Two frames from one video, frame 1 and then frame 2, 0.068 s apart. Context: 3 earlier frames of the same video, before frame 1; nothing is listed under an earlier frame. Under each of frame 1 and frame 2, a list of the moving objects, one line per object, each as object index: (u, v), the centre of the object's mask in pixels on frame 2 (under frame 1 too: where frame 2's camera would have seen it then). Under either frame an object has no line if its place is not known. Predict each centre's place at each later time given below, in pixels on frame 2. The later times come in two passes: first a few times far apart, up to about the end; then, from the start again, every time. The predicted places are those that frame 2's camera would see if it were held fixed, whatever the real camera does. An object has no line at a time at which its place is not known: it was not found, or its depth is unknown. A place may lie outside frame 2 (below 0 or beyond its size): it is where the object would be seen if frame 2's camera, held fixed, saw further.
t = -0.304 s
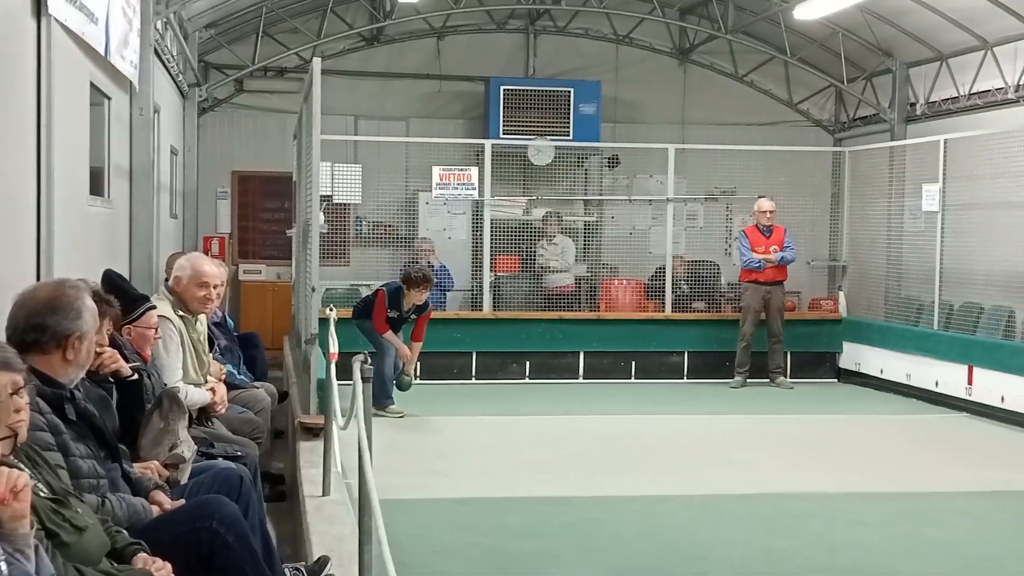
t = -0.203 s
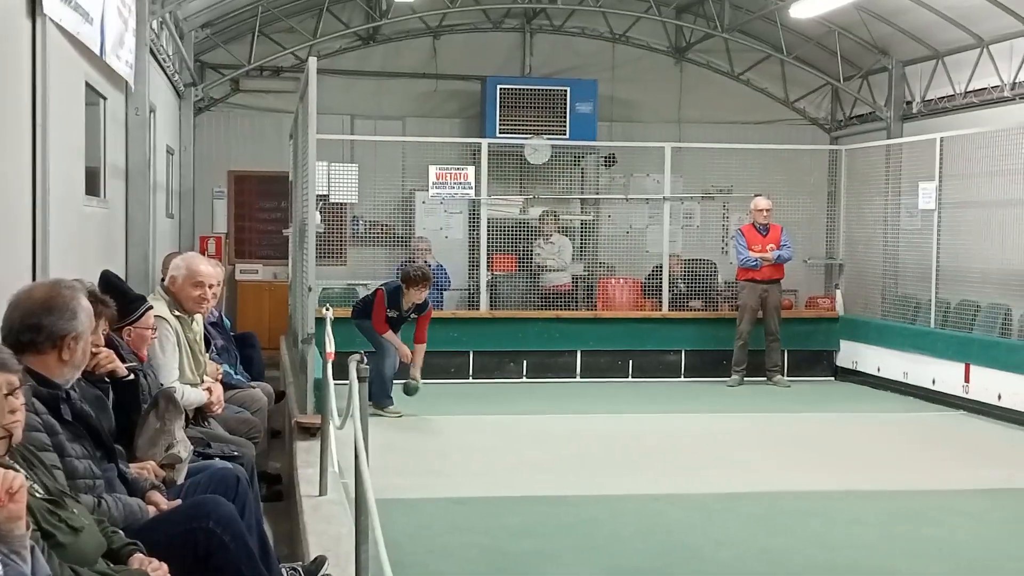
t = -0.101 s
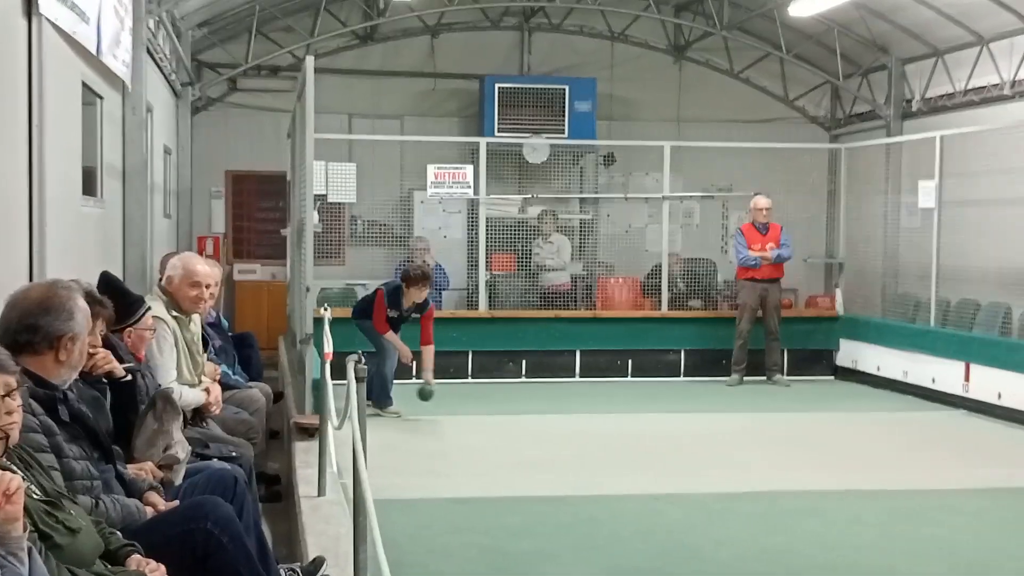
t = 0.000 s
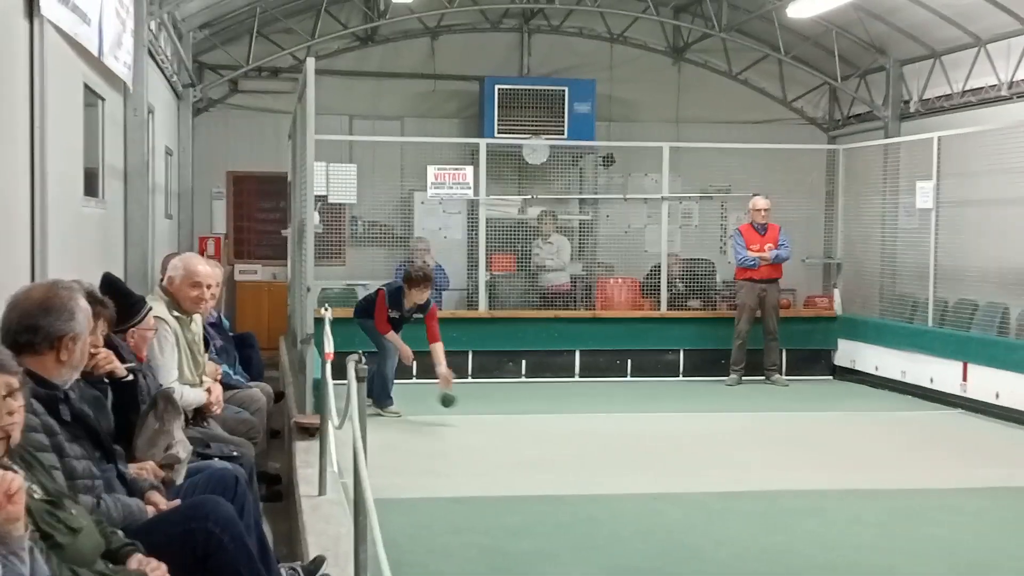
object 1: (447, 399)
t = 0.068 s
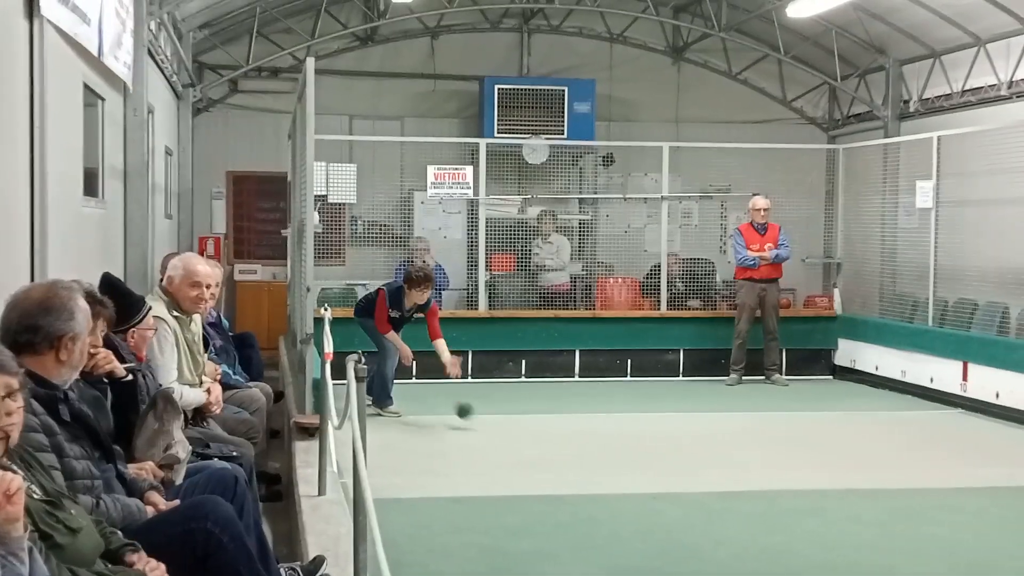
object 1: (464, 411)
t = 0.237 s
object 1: (500, 428)
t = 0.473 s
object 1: (549, 441)
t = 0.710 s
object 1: (604, 454)
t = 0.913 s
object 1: (656, 468)
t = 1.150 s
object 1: (724, 485)
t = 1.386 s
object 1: (795, 507)
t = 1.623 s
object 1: (879, 531)
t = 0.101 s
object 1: (472, 419)
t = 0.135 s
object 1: (479, 422)
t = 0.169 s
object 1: (486, 423)
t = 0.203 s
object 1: (493, 425)
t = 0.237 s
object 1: (500, 428)
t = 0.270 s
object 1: (506, 429)
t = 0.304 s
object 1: (513, 432)
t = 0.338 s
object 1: (520, 433)
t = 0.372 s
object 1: (527, 435)
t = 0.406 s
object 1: (535, 437)
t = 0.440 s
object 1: (541, 439)
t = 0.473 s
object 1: (549, 441)
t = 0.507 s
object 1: (557, 443)
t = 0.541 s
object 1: (564, 445)
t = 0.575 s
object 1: (572, 447)
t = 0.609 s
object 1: (580, 448)
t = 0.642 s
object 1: (588, 450)
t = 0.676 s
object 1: (596, 452)
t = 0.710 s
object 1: (604, 454)
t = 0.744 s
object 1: (613, 456)
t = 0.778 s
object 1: (621, 459)
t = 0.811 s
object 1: (629, 461)
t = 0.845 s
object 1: (638, 463)
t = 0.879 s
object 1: (647, 466)
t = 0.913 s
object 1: (656, 468)
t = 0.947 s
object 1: (666, 470)
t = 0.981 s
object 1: (675, 473)
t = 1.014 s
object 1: (685, 475)
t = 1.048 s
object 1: (695, 477)
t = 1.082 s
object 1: (704, 480)
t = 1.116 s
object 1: (714, 483)
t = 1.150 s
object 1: (724, 485)
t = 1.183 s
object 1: (735, 488)
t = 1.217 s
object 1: (745, 491)
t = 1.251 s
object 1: (756, 494)
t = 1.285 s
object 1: (767, 497)
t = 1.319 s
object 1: (775, 500)
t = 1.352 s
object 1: (786, 503)
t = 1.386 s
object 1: (795, 507)
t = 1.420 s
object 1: (807, 509)
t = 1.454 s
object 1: (818, 514)
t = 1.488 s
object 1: (829, 517)
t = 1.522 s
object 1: (842, 521)
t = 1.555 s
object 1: (854, 524)
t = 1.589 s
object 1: (867, 528)
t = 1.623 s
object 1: (879, 531)
